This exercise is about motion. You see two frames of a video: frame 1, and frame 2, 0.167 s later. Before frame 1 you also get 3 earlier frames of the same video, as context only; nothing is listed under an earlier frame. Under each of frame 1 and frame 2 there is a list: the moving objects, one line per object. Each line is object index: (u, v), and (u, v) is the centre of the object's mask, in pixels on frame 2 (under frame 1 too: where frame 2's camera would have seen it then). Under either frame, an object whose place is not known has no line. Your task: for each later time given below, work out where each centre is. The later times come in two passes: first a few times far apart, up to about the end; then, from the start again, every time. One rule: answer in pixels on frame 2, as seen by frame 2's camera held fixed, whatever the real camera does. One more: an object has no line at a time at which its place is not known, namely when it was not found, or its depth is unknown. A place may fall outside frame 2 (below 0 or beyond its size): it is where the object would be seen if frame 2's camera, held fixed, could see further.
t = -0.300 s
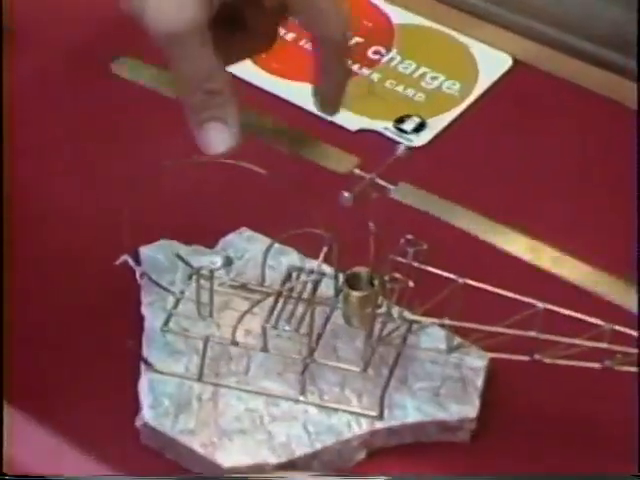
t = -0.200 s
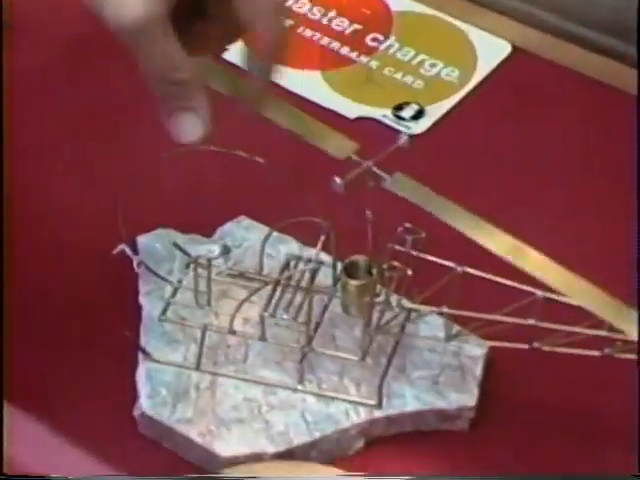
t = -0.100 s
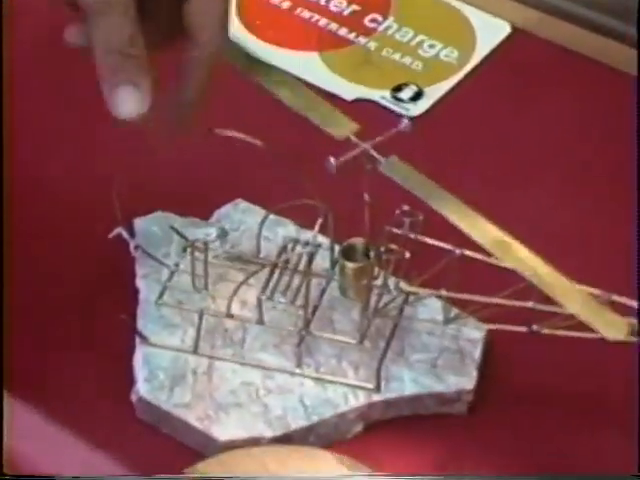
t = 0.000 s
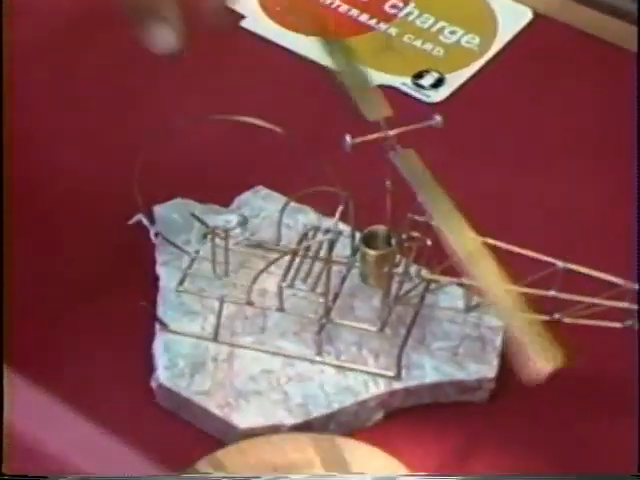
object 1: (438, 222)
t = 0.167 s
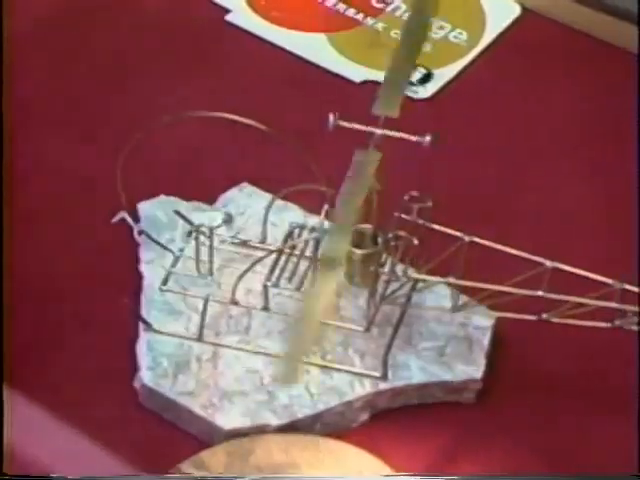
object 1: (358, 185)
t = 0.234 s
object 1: (342, 178)
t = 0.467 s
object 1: (305, 163)
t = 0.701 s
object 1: (314, 141)
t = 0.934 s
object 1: (321, 130)
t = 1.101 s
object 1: (331, 128)
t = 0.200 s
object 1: (344, 201)
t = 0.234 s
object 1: (342, 178)
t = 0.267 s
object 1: (340, 176)
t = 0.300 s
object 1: (328, 178)
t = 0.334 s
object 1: (332, 166)
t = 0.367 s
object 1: (333, 163)
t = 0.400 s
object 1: (303, 172)
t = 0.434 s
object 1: (324, 158)
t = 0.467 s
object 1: (305, 163)
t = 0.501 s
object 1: (307, 156)
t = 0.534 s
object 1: (313, 152)
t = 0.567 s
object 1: (290, 155)
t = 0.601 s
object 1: (310, 147)
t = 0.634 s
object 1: (312, 145)
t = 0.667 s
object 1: (302, 142)
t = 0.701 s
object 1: (314, 141)
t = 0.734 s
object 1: (314, 138)
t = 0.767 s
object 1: (312, 135)
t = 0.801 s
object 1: (312, 135)
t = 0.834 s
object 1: (305, 133)
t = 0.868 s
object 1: (318, 132)
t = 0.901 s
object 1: (321, 132)
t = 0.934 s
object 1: (321, 130)
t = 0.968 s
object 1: (326, 130)
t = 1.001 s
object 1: (325, 130)
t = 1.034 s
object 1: (330, 129)
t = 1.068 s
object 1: (331, 129)
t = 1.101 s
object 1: (331, 128)
